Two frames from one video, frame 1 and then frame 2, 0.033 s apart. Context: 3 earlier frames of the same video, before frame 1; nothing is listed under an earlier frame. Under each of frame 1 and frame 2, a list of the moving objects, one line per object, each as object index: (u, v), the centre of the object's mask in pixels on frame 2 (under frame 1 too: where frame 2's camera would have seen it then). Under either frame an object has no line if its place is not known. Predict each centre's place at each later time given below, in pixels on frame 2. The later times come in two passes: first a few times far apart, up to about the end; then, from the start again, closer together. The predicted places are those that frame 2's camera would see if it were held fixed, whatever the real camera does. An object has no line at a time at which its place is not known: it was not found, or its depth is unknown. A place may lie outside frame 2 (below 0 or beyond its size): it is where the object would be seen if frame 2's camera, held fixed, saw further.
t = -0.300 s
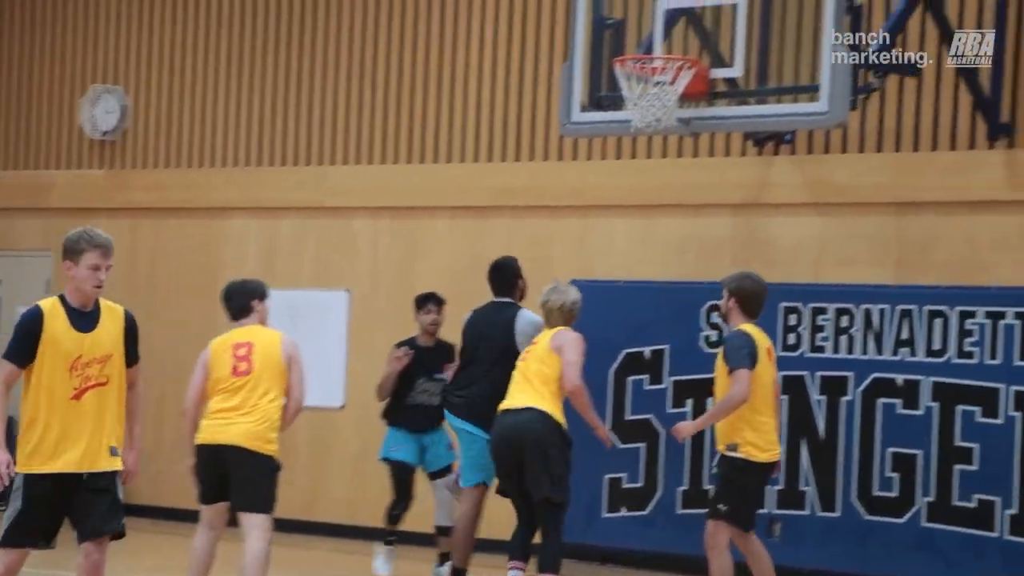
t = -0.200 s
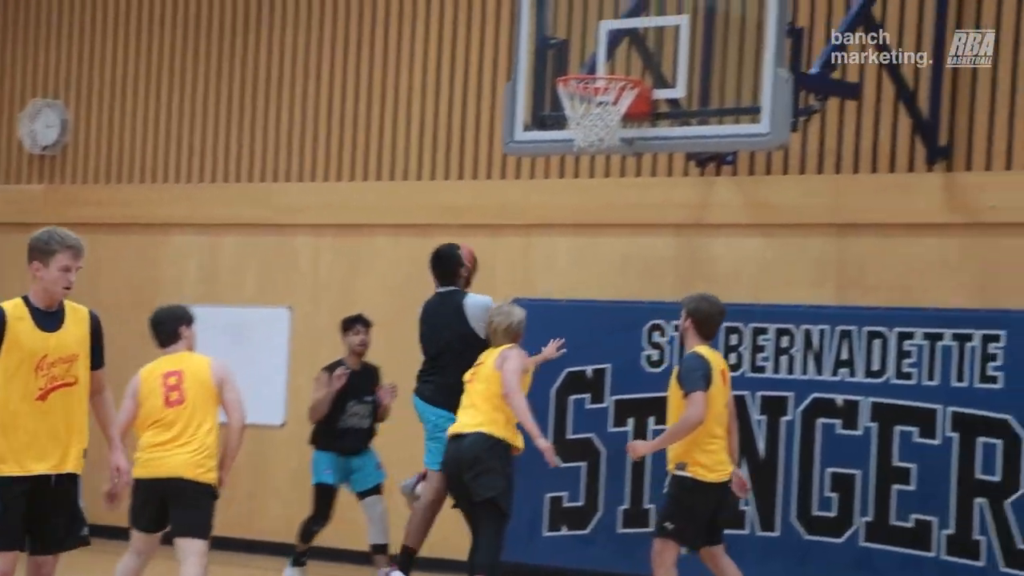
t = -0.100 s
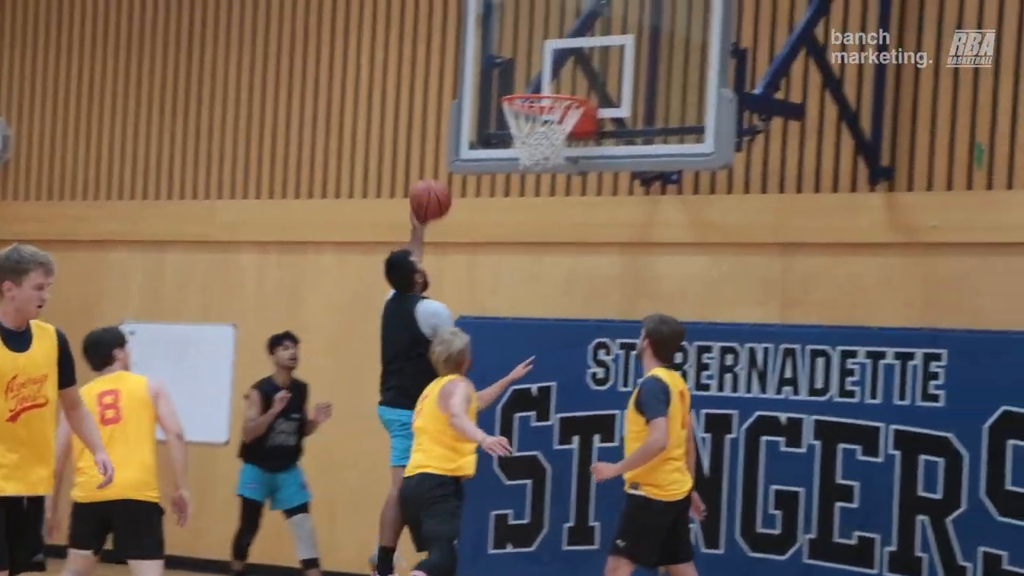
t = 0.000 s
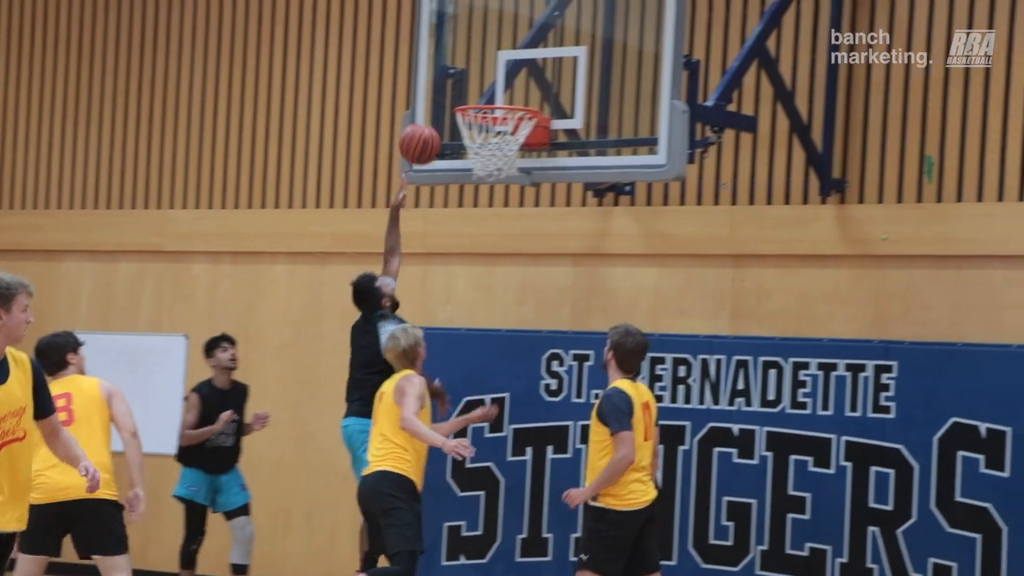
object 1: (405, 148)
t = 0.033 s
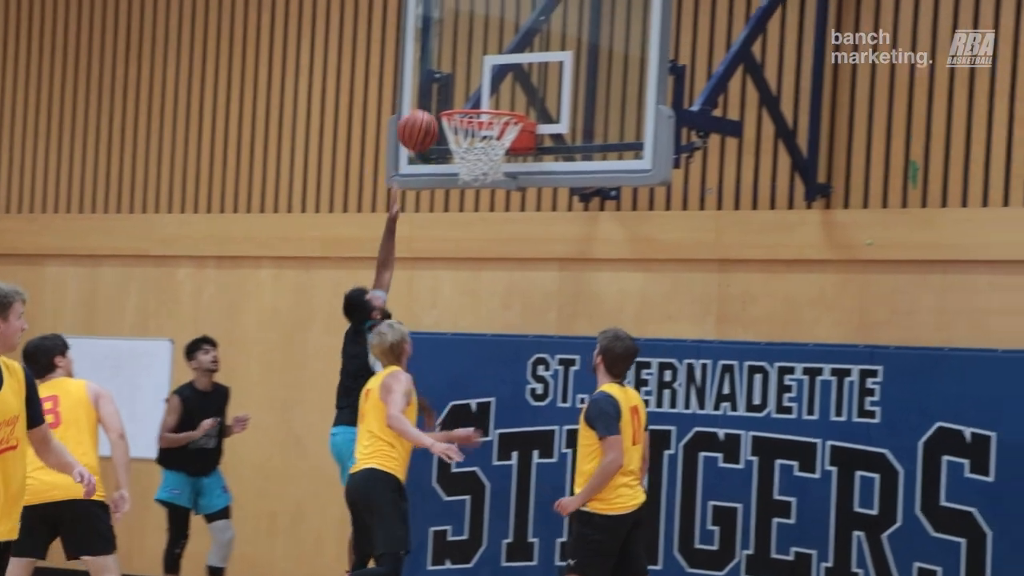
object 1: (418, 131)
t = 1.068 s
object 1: (484, 171)
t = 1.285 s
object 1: (481, 185)
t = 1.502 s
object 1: (471, 250)
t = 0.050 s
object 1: (423, 122)
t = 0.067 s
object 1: (428, 113)
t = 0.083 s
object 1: (433, 105)
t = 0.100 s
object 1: (440, 98)
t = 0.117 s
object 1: (446, 93)
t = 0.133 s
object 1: (452, 87)
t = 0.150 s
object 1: (458, 82)
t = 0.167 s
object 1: (463, 77)
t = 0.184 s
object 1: (469, 72)
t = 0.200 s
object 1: (471, 69)
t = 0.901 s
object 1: (478, 122)
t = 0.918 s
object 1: (476, 128)
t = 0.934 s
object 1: (477, 130)
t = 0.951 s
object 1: (479, 132)
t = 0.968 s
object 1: (471, 141)
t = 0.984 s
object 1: (473, 147)
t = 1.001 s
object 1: (473, 151)
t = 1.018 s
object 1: (480, 148)
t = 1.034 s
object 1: (487, 171)
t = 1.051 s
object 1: (485, 171)
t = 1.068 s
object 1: (484, 171)
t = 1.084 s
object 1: (483, 171)
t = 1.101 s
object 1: (483, 171)
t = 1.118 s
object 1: (483, 172)
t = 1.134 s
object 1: (484, 174)
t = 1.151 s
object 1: (484, 176)
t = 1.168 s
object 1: (485, 177)
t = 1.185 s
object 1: (484, 179)
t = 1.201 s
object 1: (483, 180)
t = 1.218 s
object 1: (482, 181)
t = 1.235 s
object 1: (482, 182)
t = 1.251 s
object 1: (481, 183)
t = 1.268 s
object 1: (481, 184)
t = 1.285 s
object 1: (481, 185)
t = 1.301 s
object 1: (480, 186)
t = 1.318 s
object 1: (480, 187)
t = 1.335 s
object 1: (479, 189)
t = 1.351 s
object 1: (479, 192)
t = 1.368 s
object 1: (478, 195)
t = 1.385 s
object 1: (477, 200)
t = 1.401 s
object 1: (477, 205)
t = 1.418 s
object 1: (475, 212)
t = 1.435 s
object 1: (474, 219)
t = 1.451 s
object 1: (474, 226)
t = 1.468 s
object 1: (471, 234)
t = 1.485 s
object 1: (472, 242)
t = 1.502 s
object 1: (471, 250)
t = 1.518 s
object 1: (470, 259)
